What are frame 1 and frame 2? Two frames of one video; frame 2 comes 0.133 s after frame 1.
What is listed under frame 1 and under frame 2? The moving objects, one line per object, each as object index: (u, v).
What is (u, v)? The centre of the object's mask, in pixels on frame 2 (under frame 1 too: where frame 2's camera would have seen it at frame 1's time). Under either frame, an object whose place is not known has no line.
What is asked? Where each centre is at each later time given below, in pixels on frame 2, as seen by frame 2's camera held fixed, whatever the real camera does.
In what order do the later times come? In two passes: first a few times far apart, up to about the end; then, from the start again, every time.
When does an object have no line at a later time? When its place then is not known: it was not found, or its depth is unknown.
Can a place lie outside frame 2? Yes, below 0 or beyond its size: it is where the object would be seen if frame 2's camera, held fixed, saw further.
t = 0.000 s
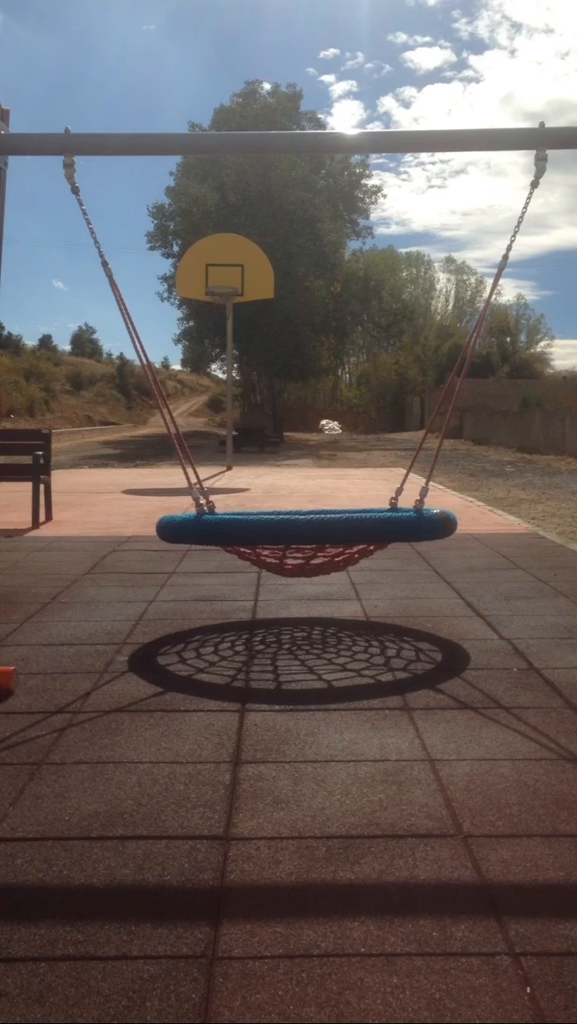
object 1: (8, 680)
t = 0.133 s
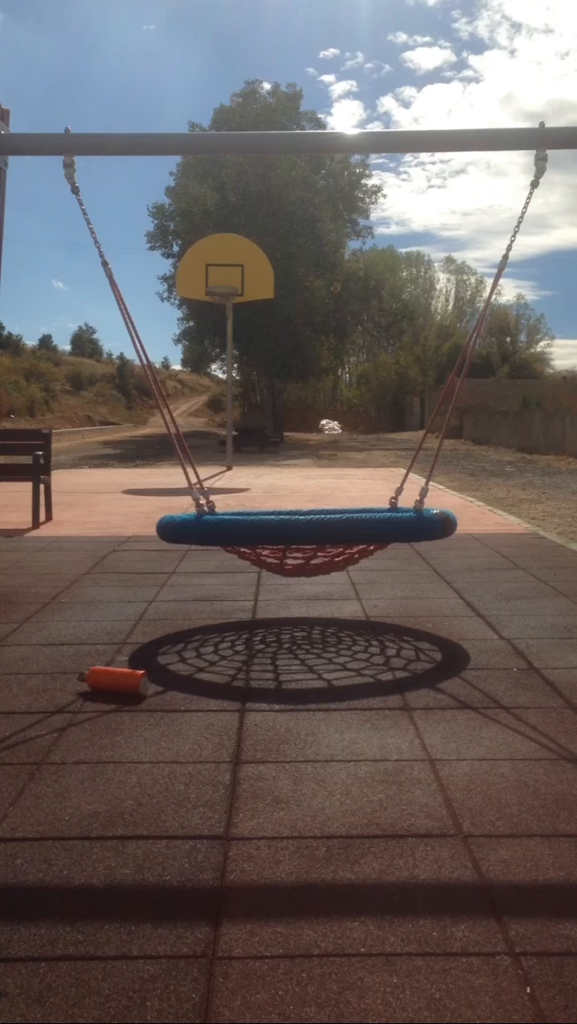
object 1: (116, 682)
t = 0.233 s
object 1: (206, 683)
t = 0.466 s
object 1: (373, 689)
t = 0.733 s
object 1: (508, 702)
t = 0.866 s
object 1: (560, 714)
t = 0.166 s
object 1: (147, 682)
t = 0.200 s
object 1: (177, 683)
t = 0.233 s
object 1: (206, 683)
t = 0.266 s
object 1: (232, 684)
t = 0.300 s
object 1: (259, 684)
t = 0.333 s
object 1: (283, 686)
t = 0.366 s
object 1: (307, 686)
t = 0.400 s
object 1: (329, 688)
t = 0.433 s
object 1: (352, 688)
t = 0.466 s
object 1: (373, 689)
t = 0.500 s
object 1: (393, 689)
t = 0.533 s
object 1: (412, 690)
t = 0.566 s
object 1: (429, 692)
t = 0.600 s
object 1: (447, 693)
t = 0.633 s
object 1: (464, 694)
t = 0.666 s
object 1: (479, 696)
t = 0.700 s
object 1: (493, 698)
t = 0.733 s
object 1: (508, 702)
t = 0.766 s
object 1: (523, 705)
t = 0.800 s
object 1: (538, 706)
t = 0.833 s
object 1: (552, 710)
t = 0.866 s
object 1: (560, 714)
